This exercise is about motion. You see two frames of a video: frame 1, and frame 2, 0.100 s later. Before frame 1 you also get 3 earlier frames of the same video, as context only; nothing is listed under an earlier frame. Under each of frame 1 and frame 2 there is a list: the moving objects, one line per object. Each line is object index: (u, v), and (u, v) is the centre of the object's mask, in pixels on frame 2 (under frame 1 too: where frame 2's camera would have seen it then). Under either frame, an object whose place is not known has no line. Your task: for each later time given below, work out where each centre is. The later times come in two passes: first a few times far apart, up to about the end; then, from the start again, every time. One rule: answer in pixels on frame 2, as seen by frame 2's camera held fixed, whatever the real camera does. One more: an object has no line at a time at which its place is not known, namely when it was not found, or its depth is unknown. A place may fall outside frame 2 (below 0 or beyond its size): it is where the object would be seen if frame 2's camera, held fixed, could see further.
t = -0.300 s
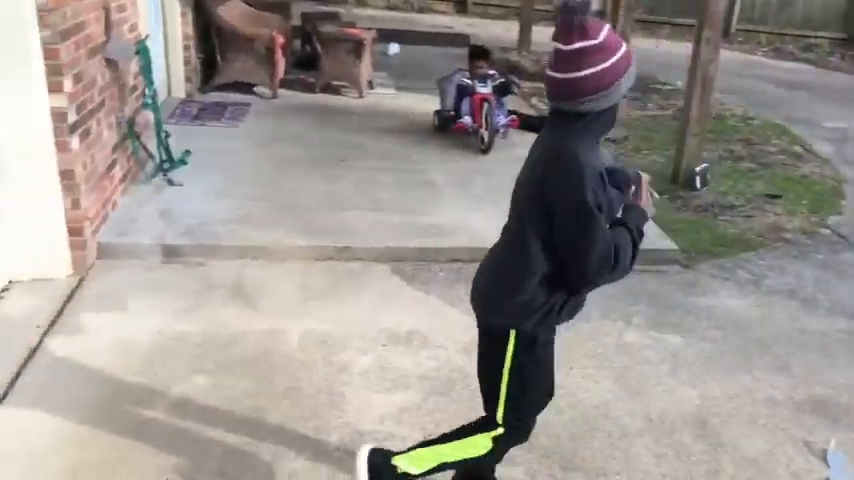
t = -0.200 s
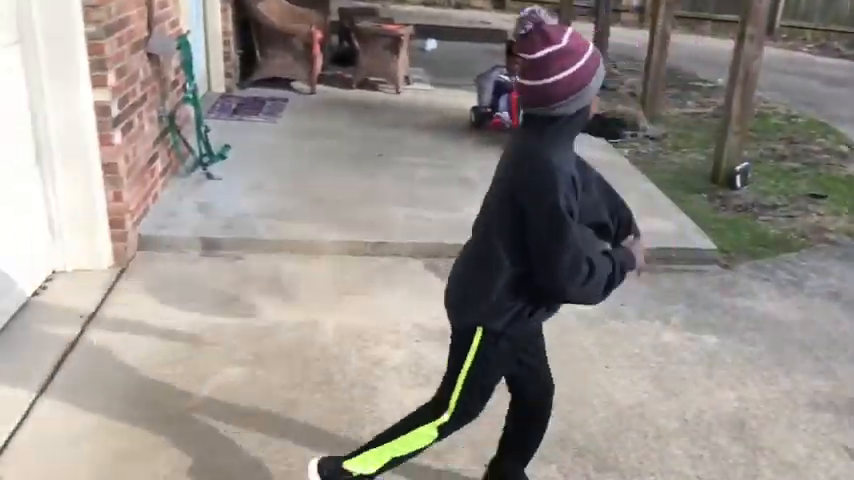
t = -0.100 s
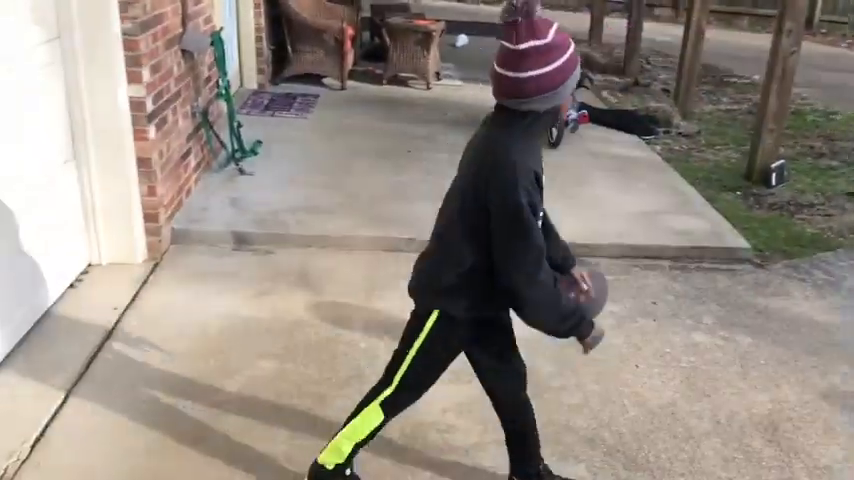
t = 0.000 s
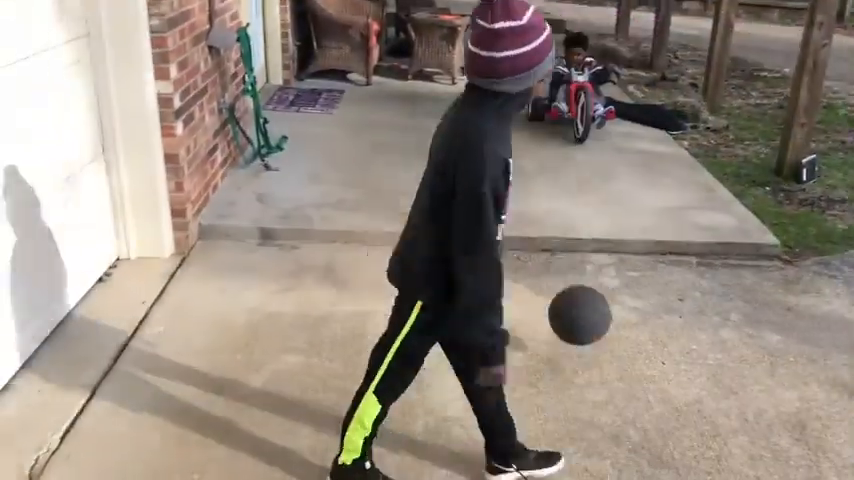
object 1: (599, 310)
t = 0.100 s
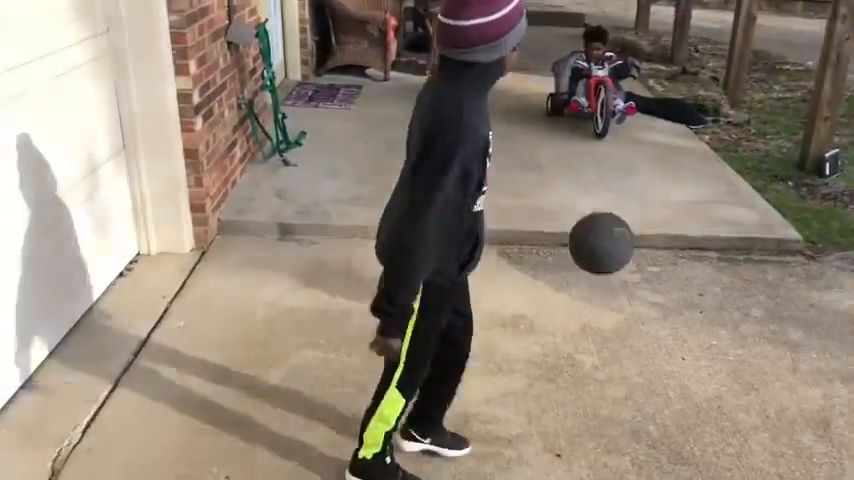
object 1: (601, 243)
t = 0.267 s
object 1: (600, 177)
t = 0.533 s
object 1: (584, 212)
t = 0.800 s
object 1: (569, 262)
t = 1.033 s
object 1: (569, 205)
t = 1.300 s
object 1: (557, 286)
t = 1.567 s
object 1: (562, 224)
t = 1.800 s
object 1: (560, 265)
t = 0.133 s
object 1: (602, 225)
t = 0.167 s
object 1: (601, 209)
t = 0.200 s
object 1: (601, 196)
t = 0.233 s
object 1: (601, 185)
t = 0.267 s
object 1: (600, 177)
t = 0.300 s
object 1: (599, 172)
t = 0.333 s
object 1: (598, 170)
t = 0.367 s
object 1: (596, 170)
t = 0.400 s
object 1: (594, 173)
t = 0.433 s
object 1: (592, 179)
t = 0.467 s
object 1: (590, 187)
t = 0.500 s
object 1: (587, 198)
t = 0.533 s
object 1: (584, 212)
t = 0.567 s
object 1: (581, 228)
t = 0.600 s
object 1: (577, 246)
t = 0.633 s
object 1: (574, 266)
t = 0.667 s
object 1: (571, 289)
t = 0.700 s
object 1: (567, 313)
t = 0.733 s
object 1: (568, 300)
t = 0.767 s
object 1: (569, 280)
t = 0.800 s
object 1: (569, 262)
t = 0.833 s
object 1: (570, 247)
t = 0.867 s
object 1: (570, 234)
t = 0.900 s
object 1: (571, 223)
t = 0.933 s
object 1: (571, 215)
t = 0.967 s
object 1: (570, 209)
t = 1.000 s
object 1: (570, 206)
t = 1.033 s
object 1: (569, 205)
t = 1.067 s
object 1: (568, 207)
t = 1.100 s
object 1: (568, 211)
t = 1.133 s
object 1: (566, 218)
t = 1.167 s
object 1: (565, 227)
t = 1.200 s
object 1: (563, 238)
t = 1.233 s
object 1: (562, 252)
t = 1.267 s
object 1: (559, 268)
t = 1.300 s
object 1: (557, 286)
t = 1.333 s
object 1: (555, 297)
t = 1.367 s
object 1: (557, 279)
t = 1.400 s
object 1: (559, 265)
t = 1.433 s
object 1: (560, 252)
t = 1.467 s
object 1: (561, 241)
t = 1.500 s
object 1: (561, 233)
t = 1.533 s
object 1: (562, 227)
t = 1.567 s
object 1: (562, 224)
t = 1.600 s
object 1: (563, 223)
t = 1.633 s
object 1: (563, 224)
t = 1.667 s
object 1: (563, 228)
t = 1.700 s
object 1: (562, 234)
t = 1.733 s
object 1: (561, 242)
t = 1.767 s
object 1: (561, 253)
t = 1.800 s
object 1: (560, 265)
